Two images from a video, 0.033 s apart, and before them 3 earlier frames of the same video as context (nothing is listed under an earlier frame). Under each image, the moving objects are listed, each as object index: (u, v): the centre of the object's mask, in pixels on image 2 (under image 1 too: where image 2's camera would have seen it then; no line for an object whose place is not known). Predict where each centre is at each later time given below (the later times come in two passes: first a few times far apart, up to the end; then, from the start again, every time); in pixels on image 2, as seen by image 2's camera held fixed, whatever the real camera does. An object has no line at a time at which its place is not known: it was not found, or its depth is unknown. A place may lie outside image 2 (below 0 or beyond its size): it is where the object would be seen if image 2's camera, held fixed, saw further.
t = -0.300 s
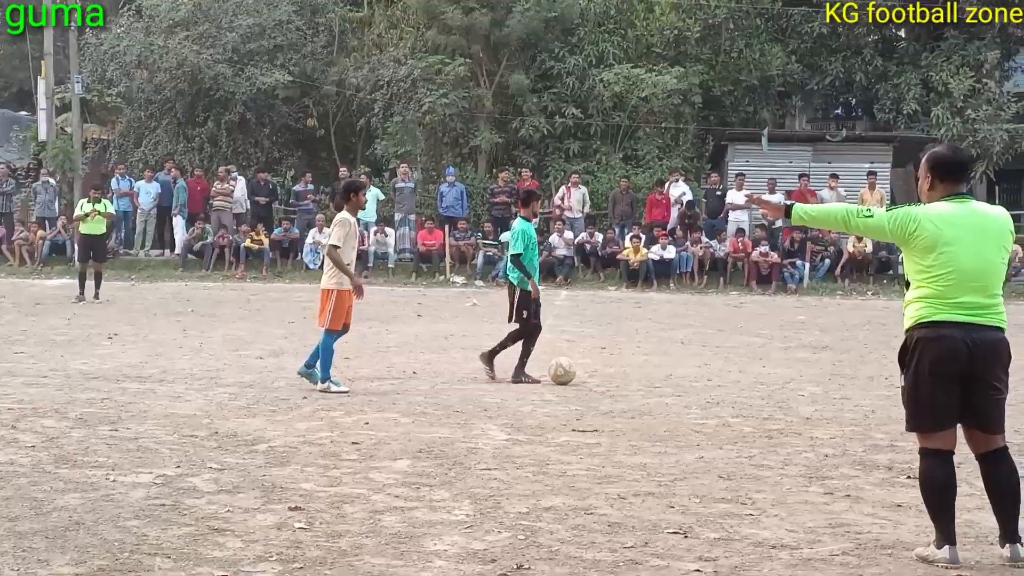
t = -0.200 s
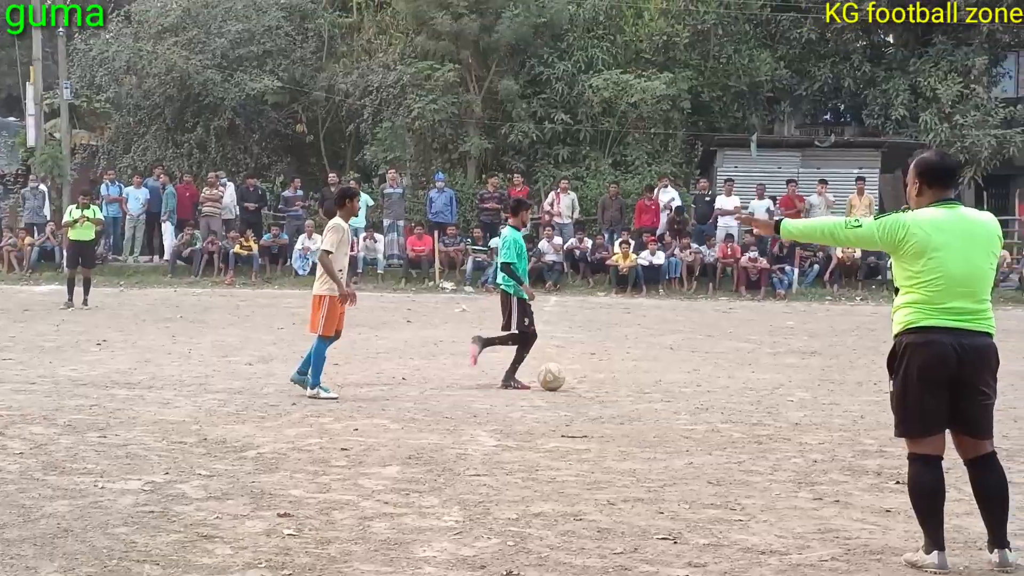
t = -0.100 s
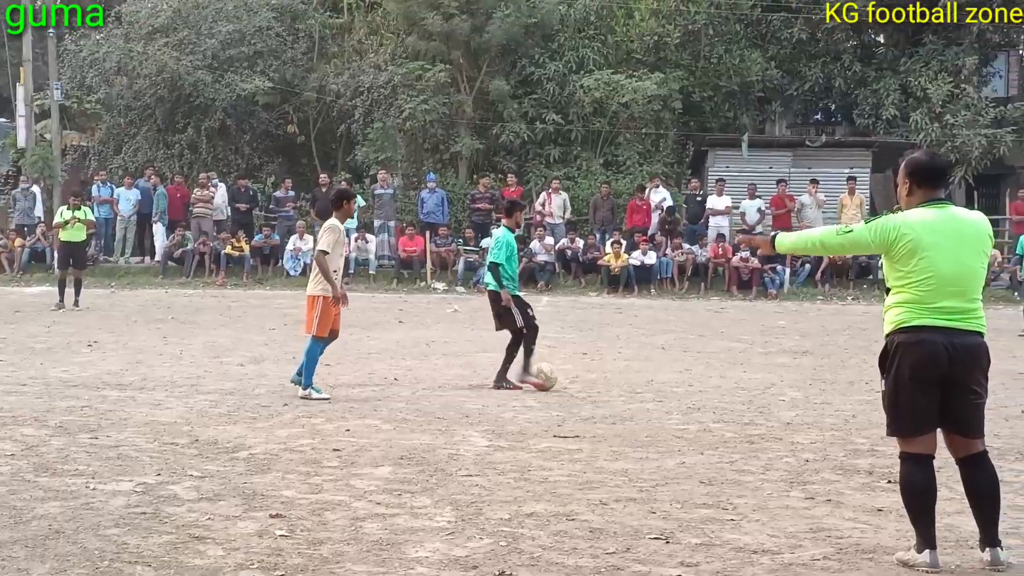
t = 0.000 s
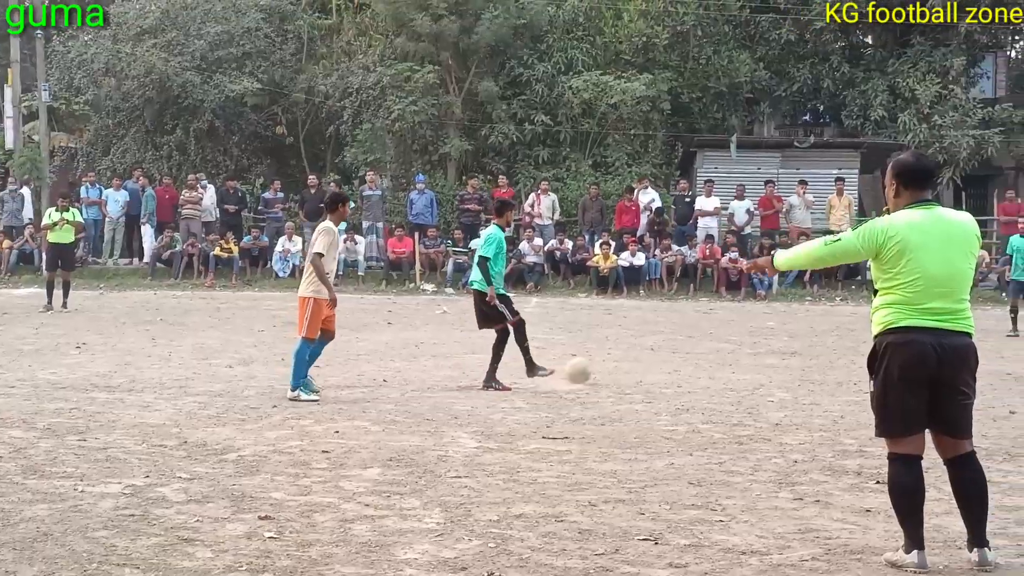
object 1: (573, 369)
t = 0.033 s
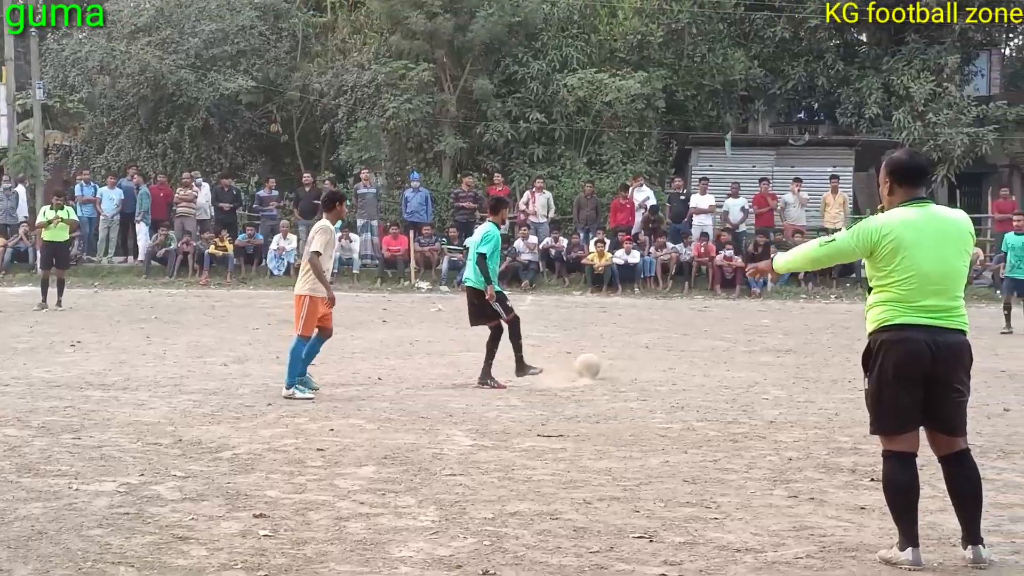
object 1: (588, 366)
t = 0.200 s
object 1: (644, 351)
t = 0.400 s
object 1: (690, 344)
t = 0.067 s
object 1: (600, 362)
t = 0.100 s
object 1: (612, 357)
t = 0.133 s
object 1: (623, 353)
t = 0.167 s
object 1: (634, 352)
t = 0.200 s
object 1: (644, 351)
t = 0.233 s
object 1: (653, 352)
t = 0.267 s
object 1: (662, 351)
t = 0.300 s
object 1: (670, 348)
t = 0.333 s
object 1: (677, 348)
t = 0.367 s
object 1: (683, 346)
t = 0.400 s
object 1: (690, 344)
